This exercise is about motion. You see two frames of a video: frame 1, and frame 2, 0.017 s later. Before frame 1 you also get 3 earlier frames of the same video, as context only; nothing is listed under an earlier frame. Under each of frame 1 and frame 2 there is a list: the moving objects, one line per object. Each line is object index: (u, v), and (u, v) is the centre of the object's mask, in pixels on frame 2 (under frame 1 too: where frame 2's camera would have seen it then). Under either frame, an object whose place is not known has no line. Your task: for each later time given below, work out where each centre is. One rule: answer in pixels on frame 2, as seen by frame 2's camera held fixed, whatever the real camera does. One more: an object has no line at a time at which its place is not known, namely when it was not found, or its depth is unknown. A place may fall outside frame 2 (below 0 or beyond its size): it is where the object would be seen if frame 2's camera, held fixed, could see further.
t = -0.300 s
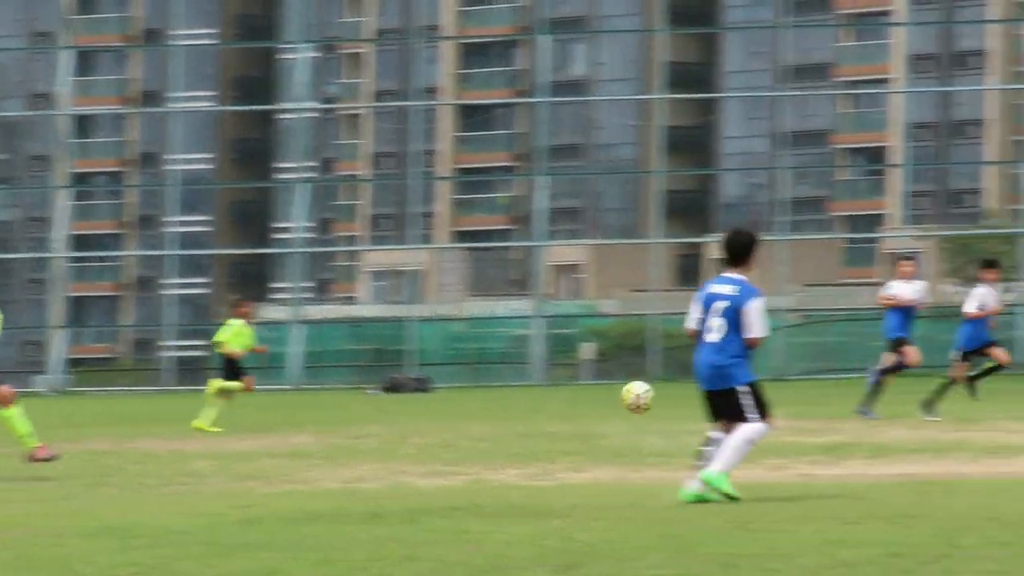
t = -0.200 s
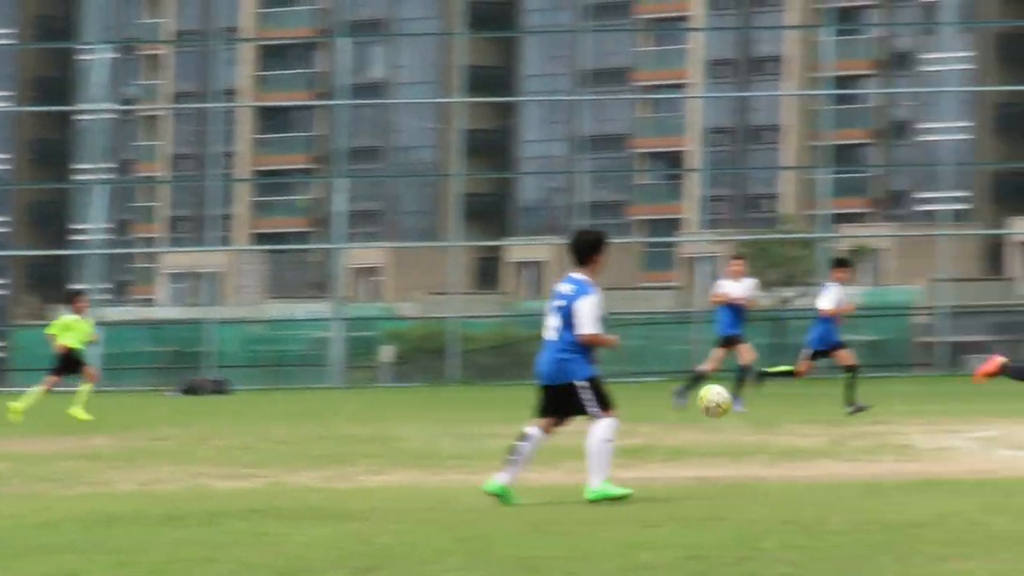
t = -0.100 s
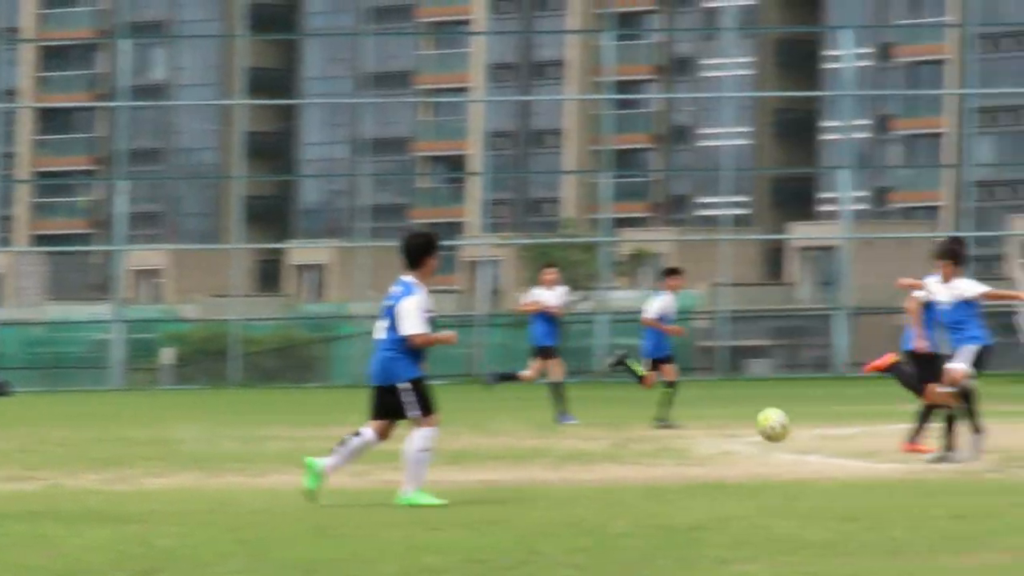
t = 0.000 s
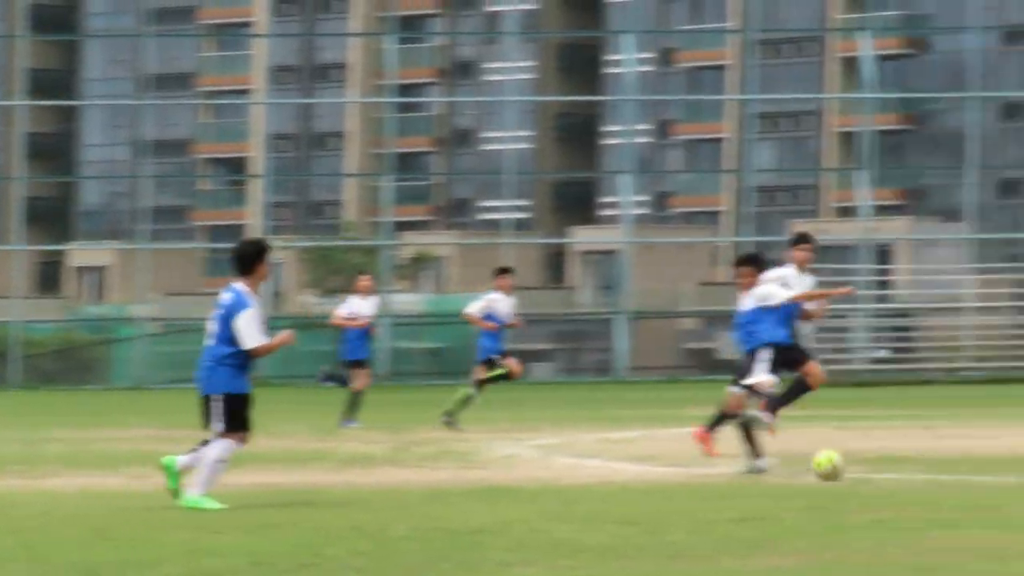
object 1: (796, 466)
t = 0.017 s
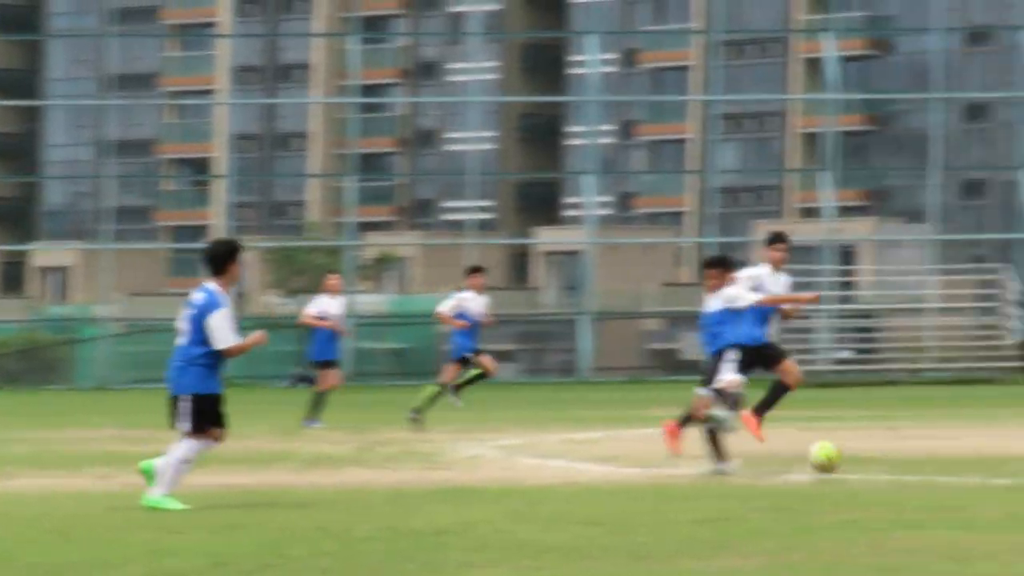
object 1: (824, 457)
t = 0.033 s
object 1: (856, 447)
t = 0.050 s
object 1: (887, 439)
